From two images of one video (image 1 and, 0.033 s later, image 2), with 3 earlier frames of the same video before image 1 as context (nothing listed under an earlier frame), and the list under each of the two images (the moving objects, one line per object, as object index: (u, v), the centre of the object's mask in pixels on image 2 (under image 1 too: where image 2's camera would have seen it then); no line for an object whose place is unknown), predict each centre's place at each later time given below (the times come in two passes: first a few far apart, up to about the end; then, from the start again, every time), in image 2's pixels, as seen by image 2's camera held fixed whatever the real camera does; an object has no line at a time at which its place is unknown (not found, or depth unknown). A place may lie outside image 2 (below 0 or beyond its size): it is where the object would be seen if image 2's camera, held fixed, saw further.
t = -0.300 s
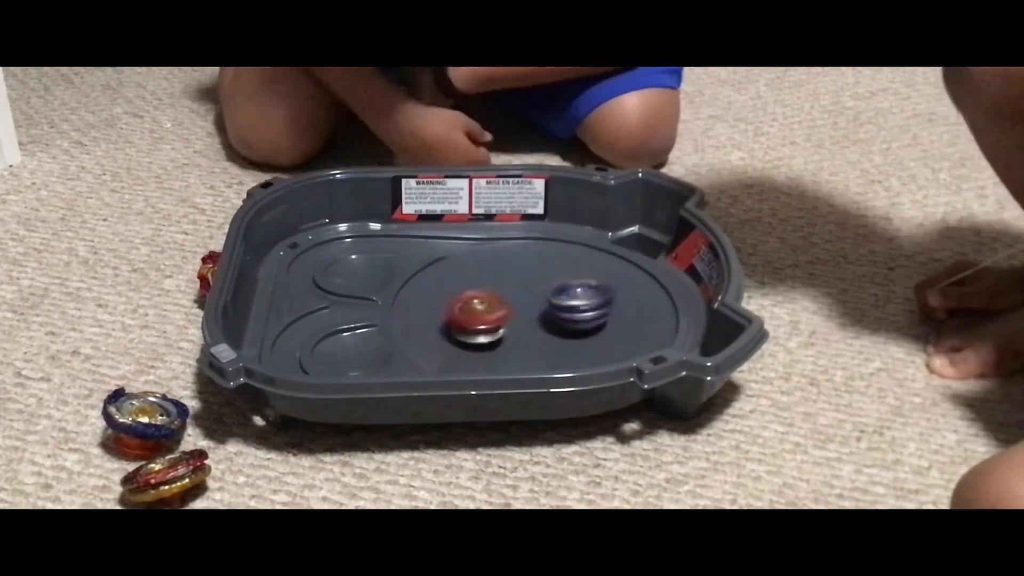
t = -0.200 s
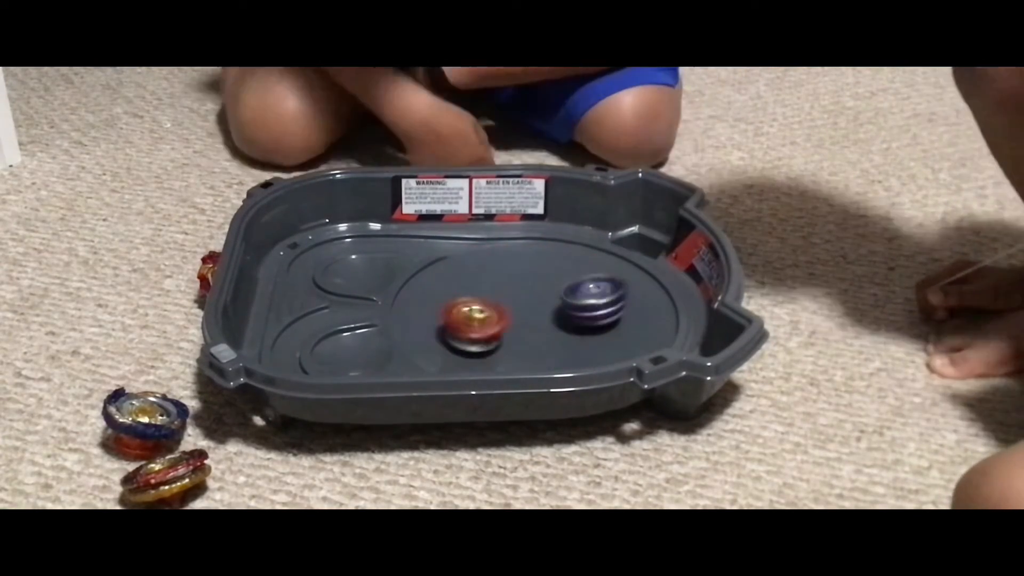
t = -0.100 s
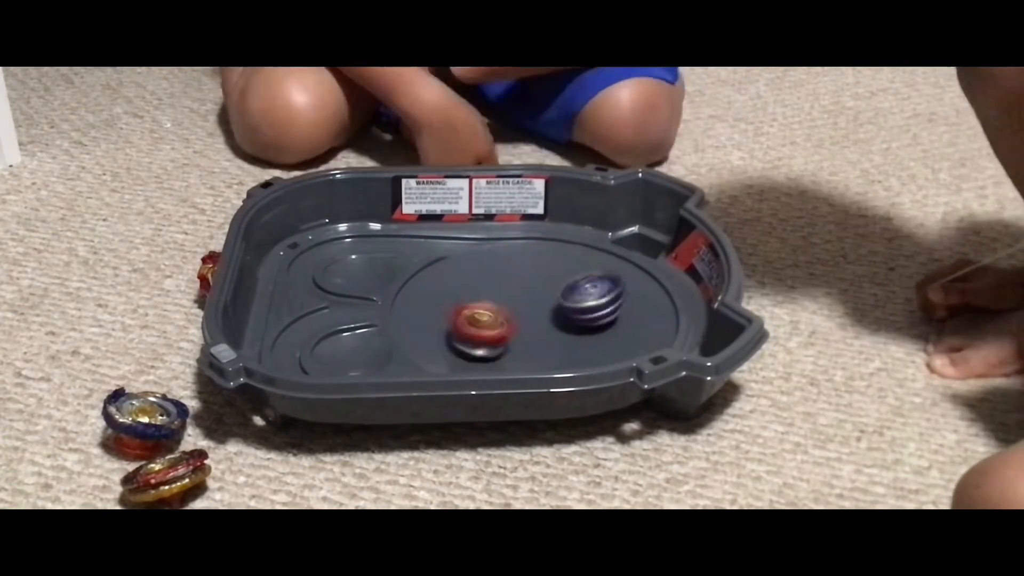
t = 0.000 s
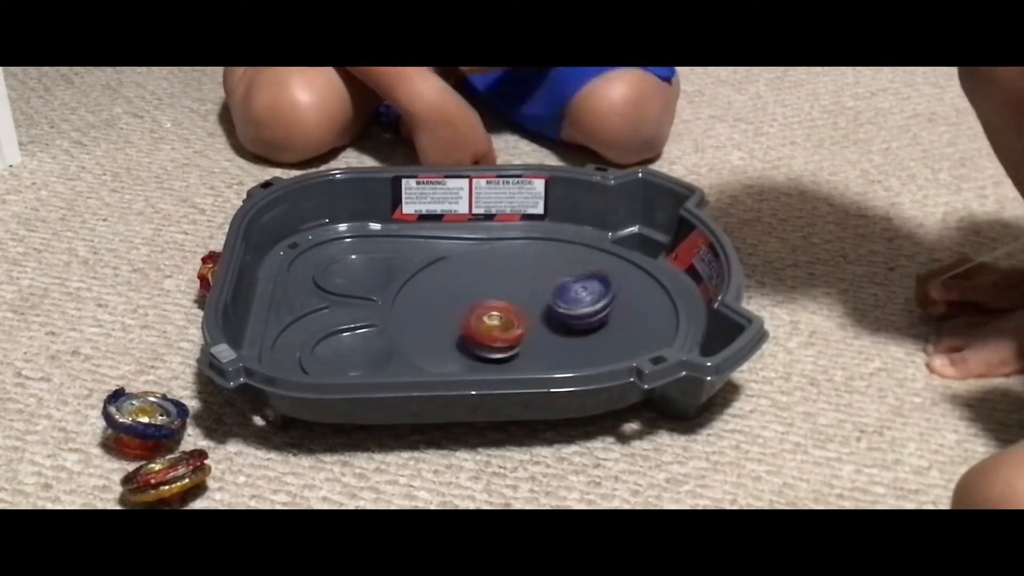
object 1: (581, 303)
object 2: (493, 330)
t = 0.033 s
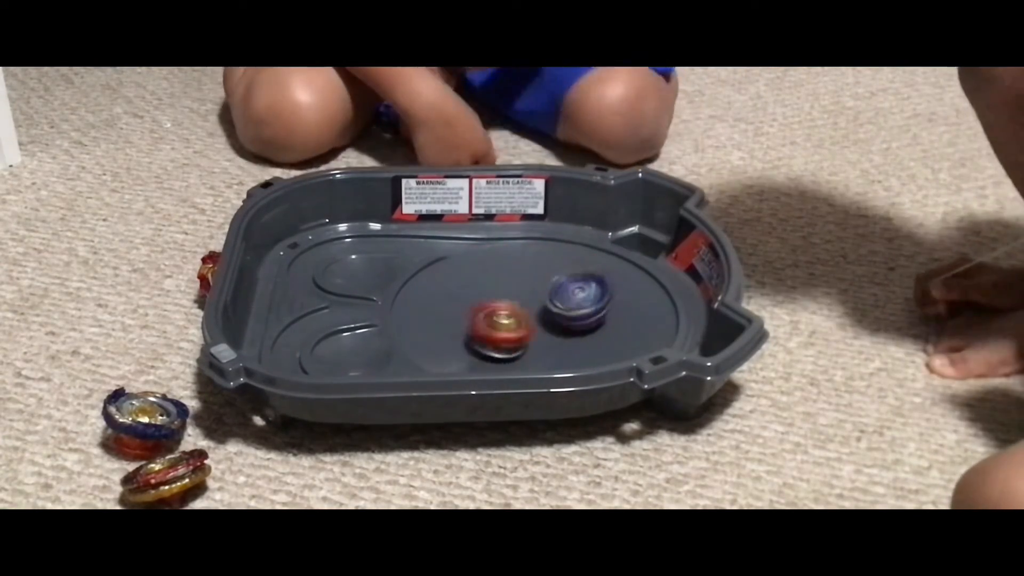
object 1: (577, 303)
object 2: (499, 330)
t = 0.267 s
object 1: (577, 287)
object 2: (482, 330)
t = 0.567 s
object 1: (542, 303)
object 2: (469, 332)
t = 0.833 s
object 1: (552, 293)
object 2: (468, 337)
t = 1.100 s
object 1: (551, 290)
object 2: (502, 331)
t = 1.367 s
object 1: (542, 282)
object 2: (516, 325)
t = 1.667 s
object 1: (538, 288)
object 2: (519, 334)
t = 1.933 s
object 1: (545, 287)
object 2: (526, 328)
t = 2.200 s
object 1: (547, 272)
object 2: (519, 339)
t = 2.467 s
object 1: (536, 286)
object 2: (517, 326)
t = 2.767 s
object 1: (530, 292)
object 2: (502, 330)
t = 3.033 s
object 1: (534, 293)
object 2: (503, 332)
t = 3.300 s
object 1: (536, 282)
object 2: (506, 333)
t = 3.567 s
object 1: (527, 278)
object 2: (513, 323)
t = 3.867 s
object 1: (544, 287)
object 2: (513, 324)
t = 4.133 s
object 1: (549, 290)
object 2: (512, 329)
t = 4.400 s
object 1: (551, 291)
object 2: (507, 325)
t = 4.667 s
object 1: (552, 294)
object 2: (502, 323)
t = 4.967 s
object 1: (551, 290)
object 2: (495, 321)
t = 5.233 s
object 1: (546, 292)
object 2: (499, 322)
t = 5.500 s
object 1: (541, 291)
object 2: (506, 327)
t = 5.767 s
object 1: (546, 291)
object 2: (510, 322)
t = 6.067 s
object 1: (544, 290)
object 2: (512, 327)
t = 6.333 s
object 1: (543, 290)
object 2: (514, 327)
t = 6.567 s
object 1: (543, 290)
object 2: (514, 327)
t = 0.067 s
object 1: (574, 304)
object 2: (505, 328)
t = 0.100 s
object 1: (570, 302)
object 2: (512, 326)
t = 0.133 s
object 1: (570, 300)
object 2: (511, 326)
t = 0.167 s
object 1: (573, 296)
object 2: (501, 331)
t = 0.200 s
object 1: (576, 292)
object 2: (495, 330)
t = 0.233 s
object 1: (577, 288)
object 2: (487, 331)
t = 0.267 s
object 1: (577, 287)
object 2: (482, 330)
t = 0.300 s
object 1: (575, 287)
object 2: (475, 332)
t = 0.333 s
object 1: (575, 285)
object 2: (471, 332)
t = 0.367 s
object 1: (572, 286)
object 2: (467, 332)
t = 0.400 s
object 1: (569, 287)
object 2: (463, 334)
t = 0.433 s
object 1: (565, 289)
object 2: (463, 334)
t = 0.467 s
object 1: (560, 292)
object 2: (463, 334)
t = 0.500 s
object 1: (552, 297)
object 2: (463, 334)
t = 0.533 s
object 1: (548, 299)
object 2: (468, 334)
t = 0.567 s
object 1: (542, 303)
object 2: (469, 332)
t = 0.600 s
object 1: (538, 306)
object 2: (474, 331)
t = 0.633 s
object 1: (535, 307)
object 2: (481, 329)
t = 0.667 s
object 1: (534, 308)
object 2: (480, 328)
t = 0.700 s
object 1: (537, 304)
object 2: (476, 330)
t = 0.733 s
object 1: (541, 301)
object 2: (473, 331)
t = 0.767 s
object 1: (546, 297)
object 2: (468, 334)
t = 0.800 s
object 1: (550, 293)
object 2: (467, 336)
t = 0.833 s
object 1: (552, 293)
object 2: (468, 337)
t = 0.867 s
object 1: (553, 291)
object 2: (467, 338)
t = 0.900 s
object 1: (554, 290)
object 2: (470, 340)
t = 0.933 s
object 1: (555, 289)
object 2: (475, 339)
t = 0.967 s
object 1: (553, 290)
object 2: (478, 338)
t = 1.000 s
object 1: (552, 290)
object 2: (483, 339)
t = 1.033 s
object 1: (552, 290)
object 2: (490, 335)
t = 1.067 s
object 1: (550, 290)
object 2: (495, 334)
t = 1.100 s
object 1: (551, 290)
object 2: (502, 331)
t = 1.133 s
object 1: (550, 290)
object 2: (506, 327)
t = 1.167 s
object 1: (549, 289)
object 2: (510, 325)
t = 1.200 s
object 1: (548, 288)
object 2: (510, 323)
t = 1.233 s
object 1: (546, 285)
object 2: (512, 324)
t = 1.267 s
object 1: (544, 283)
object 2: (513, 324)
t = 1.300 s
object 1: (545, 283)
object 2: (513, 324)
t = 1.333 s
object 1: (542, 282)
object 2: (513, 325)
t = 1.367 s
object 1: (542, 282)
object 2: (516, 325)
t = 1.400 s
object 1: (544, 283)
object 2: (514, 325)
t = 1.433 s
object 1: (542, 284)
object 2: (517, 327)
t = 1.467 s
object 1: (543, 284)
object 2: (518, 325)
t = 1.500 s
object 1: (542, 286)
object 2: (519, 326)
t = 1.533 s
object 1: (544, 285)
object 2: (518, 327)
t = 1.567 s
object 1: (541, 286)
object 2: (516, 330)
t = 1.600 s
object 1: (541, 288)
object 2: (519, 332)
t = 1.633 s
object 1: (541, 287)
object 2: (519, 332)
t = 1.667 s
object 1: (538, 288)
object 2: (519, 334)
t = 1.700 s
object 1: (542, 288)
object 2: (521, 333)
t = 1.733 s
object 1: (542, 289)
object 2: (521, 333)
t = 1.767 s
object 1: (543, 288)
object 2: (522, 333)
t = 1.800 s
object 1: (545, 289)
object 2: (522, 333)
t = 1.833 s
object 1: (543, 289)
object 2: (524, 333)
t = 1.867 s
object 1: (544, 288)
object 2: (525, 331)
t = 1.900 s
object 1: (545, 288)
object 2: (525, 330)
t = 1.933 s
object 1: (545, 287)
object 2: (526, 328)
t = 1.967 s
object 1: (544, 285)
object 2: (525, 329)
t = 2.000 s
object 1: (543, 284)
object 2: (523, 332)
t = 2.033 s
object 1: (547, 279)
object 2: (521, 334)
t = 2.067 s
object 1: (546, 278)
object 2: (522, 335)
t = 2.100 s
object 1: (547, 276)
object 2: (519, 336)
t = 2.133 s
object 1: (548, 275)
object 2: (520, 338)
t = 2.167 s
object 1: (548, 273)
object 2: (518, 338)
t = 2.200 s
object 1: (547, 272)
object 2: (519, 339)
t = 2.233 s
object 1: (549, 271)
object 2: (518, 337)
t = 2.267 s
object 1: (550, 272)
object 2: (518, 338)
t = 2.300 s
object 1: (548, 274)
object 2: (520, 335)
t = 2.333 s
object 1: (546, 276)
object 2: (520, 334)
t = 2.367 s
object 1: (545, 279)
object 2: (520, 331)
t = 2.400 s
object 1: (541, 282)
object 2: (521, 330)
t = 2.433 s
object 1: (539, 283)
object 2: (520, 327)
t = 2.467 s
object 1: (536, 286)
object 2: (517, 326)
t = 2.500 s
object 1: (533, 284)
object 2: (514, 326)
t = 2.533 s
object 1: (531, 284)
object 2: (512, 329)
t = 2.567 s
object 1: (532, 284)
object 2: (509, 329)
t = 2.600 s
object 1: (529, 286)
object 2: (507, 331)
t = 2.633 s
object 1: (529, 286)
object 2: (504, 330)
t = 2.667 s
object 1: (526, 288)
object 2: (504, 332)
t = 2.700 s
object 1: (527, 287)
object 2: (503, 331)
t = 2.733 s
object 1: (529, 289)
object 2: (505, 330)
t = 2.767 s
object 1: (530, 292)
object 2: (502, 330)
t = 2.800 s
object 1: (530, 292)
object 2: (504, 331)
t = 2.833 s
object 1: (531, 292)
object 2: (501, 331)
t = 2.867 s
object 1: (531, 292)
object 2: (502, 331)
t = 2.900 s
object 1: (532, 293)
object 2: (503, 331)
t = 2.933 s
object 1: (534, 292)
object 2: (504, 331)
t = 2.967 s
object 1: (533, 292)
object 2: (504, 331)
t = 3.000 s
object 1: (535, 293)
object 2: (501, 331)
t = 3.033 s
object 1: (534, 293)
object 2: (503, 332)
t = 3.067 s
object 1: (535, 292)
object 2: (505, 330)
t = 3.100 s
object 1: (536, 290)
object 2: (505, 332)
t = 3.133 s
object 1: (535, 288)
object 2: (501, 333)
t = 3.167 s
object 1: (537, 286)
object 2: (501, 333)
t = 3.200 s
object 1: (537, 285)
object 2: (504, 335)
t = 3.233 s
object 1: (538, 283)
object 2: (504, 334)
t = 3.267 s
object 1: (537, 281)
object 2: (507, 332)
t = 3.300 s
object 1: (536, 282)
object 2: (506, 333)
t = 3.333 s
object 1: (536, 281)
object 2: (507, 331)
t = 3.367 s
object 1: (538, 279)
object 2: (513, 329)
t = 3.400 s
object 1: (537, 280)
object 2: (513, 327)
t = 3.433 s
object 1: (536, 279)
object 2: (514, 324)
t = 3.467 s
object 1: (533, 281)
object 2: (516, 323)
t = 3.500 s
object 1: (533, 281)
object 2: (514, 320)
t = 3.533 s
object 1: (529, 279)
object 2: (512, 322)
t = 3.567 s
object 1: (527, 278)
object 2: (513, 323)
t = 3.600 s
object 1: (528, 276)
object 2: (510, 323)
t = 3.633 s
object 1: (532, 276)
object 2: (511, 322)
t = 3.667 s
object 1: (536, 275)
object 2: (511, 323)
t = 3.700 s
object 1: (537, 280)
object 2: (511, 324)
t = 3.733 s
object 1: (540, 280)
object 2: (511, 324)
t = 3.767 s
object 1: (538, 282)
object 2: (513, 325)
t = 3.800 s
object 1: (539, 284)
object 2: (513, 323)
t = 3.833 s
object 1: (542, 286)
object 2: (512, 323)
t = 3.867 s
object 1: (544, 287)
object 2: (513, 324)
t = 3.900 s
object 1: (544, 288)
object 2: (510, 326)
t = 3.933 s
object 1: (545, 290)
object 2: (510, 326)
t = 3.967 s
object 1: (546, 288)
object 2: (512, 326)
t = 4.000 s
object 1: (546, 290)
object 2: (510, 329)
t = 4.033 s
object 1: (547, 291)
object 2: (509, 329)
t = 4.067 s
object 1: (548, 289)
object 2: (511, 328)
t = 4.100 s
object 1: (547, 289)
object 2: (513, 329)
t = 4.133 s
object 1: (549, 290)
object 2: (512, 329)
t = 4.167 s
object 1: (552, 291)
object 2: (511, 328)
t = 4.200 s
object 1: (553, 291)
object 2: (514, 327)
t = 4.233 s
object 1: (551, 293)
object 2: (513, 326)
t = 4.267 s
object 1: (551, 293)
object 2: (513, 325)
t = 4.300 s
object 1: (553, 292)
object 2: (510, 326)
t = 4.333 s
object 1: (550, 292)
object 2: (507, 329)
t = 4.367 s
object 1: (549, 292)
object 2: (505, 327)
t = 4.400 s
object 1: (551, 291)
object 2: (507, 325)
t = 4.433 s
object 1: (554, 292)
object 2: (509, 328)
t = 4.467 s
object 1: (556, 293)
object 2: (508, 327)
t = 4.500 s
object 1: (556, 294)
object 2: (505, 325)
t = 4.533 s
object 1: (557, 293)
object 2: (504, 325)
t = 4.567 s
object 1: (554, 293)
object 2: (505, 325)
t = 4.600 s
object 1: (552, 295)
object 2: (506, 324)
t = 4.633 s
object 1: (551, 294)
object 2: (504, 323)
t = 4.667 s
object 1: (552, 294)
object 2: (502, 323)
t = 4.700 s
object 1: (552, 291)
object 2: (497, 325)
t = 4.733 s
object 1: (552, 290)
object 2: (494, 325)
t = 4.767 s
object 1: (551, 289)
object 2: (490, 325)
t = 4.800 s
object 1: (550, 289)
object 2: (490, 323)
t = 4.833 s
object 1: (549, 290)
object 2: (492, 327)
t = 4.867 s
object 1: (549, 290)
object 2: (493, 327)
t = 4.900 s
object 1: (549, 290)
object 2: (495, 323)
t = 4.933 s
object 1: (550, 289)
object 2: (494, 322)
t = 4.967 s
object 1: (551, 290)
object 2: (495, 321)
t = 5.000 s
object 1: (551, 292)
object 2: (496, 321)
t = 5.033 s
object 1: (550, 292)
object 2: (497, 320)
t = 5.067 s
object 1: (549, 293)
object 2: (497, 319)
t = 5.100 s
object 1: (546, 294)
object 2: (498, 318)
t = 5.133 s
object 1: (547, 292)
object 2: (498, 318)
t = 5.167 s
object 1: (547, 292)
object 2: (500, 319)
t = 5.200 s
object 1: (547, 292)
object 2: (500, 320)
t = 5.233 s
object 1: (546, 292)
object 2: (499, 322)
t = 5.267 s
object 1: (546, 292)
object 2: (499, 323)
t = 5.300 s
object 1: (545, 291)
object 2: (499, 323)
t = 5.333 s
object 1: (544, 291)
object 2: (500, 324)
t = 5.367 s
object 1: (542, 290)
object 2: (502, 325)
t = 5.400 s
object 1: (541, 290)
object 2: (501, 327)
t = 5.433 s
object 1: (540, 290)
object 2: (502, 327)
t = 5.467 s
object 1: (540, 290)
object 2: (503, 328)
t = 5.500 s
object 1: (541, 291)
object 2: (506, 327)
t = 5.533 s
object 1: (543, 290)
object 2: (509, 326)
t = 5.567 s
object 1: (544, 290)
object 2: (510, 325)
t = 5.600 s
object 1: (544, 289)
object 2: (511, 325)
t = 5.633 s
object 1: (543, 289)
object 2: (511, 326)
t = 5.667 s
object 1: (543, 289)
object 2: (511, 325)
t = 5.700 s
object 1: (543, 290)
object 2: (510, 323)
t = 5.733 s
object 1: (545, 290)
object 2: (511, 322)
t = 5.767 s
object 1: (546, 291)
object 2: (510, 322)
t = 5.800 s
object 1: (545, 288)
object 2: (510, 323)
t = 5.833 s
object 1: (546, 288)
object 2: (510, 323)
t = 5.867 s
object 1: (545, 287)
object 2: (511, 324)
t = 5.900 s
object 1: (545, 287)
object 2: (511, 325)
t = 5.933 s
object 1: (543, 289)
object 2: (511, 326)
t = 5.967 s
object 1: (544, 289)
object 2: (511, 326)
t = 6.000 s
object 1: (544, 289)
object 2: (511, 327)
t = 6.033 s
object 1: (544, 289)
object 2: (511, 327)
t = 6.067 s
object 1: (544, 290)
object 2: (512, 327)
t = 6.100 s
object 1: (545, 290)
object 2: (513, 327)
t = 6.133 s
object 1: (544, 290)
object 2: (513, 327)
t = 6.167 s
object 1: (544, 290)
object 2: (513, 327)
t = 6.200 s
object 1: (543, 290)
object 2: (513, 327)
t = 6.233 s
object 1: (543, 290)
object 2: (513, 327)
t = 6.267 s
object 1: (543, 290)
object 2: (513, 327)
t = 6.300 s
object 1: (543, 290)
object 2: (513, 327)
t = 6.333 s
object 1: (543, 290)
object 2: (514, 327)
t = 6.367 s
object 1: (543, 290)
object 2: (514, 327)
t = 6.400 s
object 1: (543, 290)
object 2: (514, 327)
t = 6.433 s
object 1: (543, 290)
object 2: (514, 327)
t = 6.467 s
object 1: (543, 290)
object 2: (514, 327)
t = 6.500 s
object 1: (543, 290)
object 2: (514, 327)
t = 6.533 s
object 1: (543, 290)
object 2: (514, 327)
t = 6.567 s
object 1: (543, 290)
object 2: (514, 327)
